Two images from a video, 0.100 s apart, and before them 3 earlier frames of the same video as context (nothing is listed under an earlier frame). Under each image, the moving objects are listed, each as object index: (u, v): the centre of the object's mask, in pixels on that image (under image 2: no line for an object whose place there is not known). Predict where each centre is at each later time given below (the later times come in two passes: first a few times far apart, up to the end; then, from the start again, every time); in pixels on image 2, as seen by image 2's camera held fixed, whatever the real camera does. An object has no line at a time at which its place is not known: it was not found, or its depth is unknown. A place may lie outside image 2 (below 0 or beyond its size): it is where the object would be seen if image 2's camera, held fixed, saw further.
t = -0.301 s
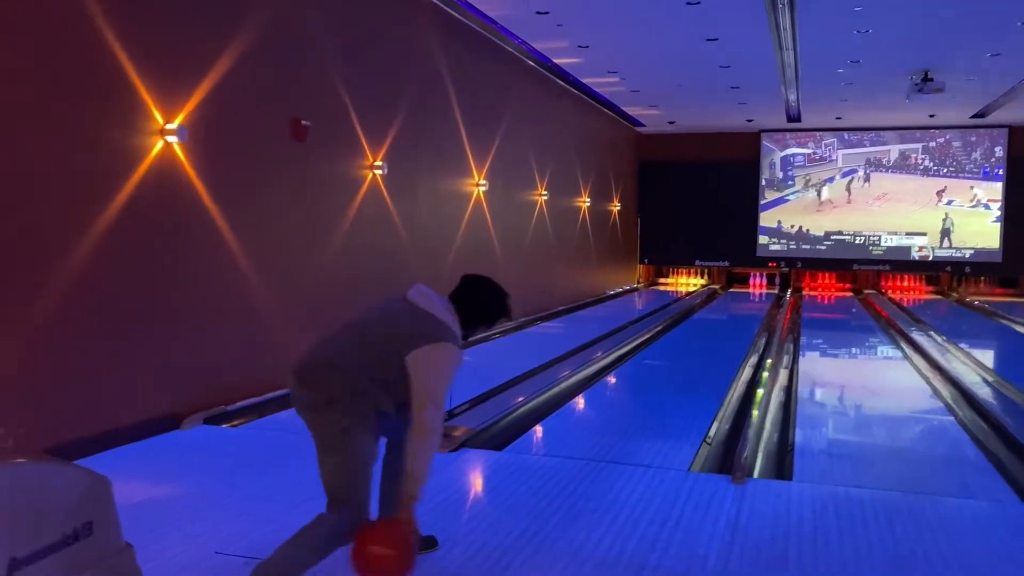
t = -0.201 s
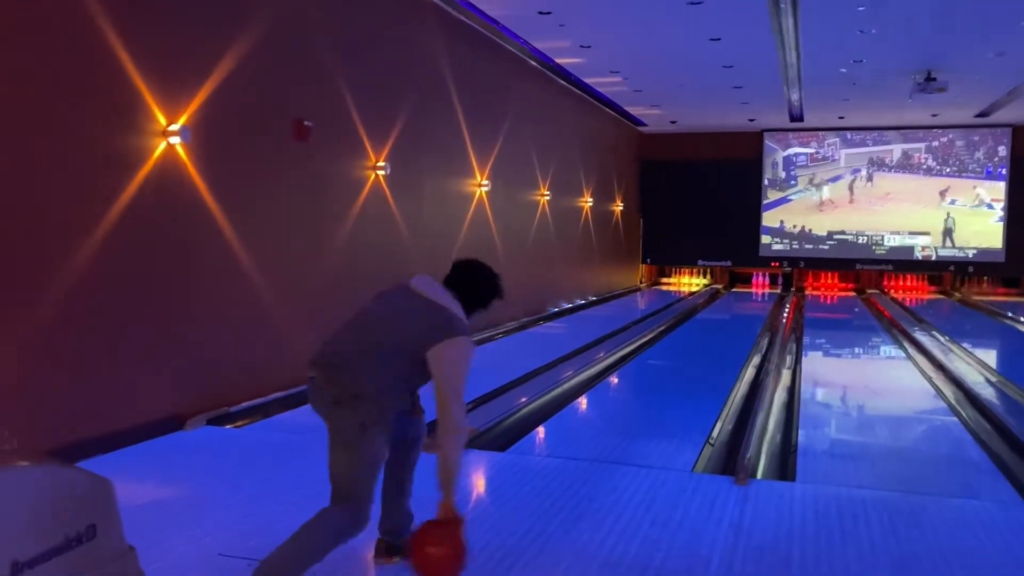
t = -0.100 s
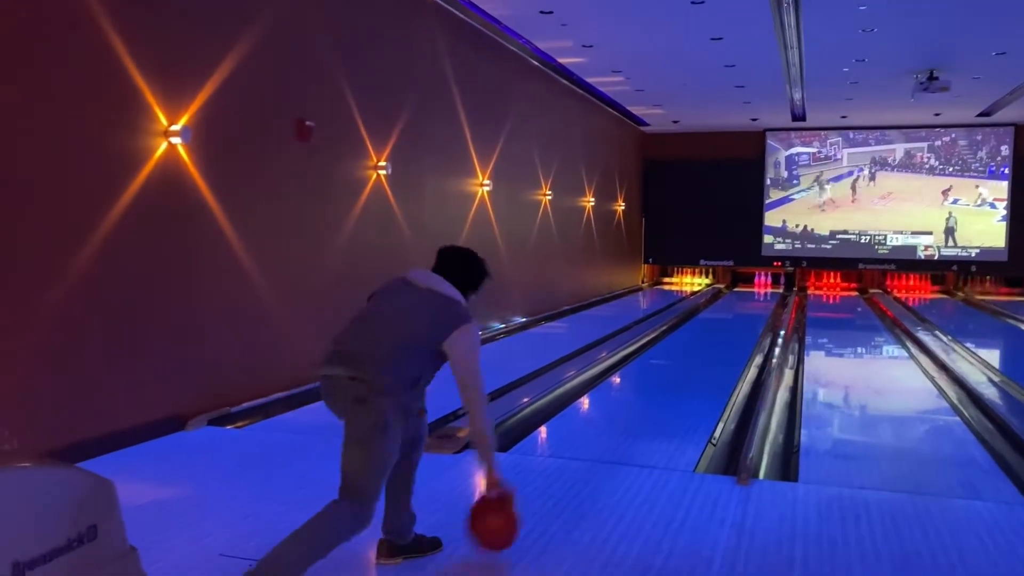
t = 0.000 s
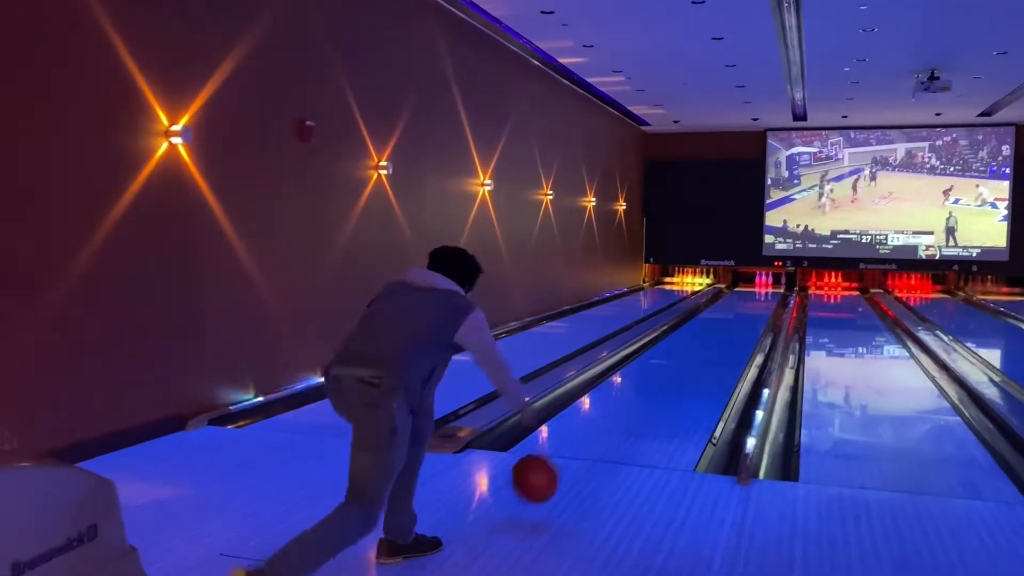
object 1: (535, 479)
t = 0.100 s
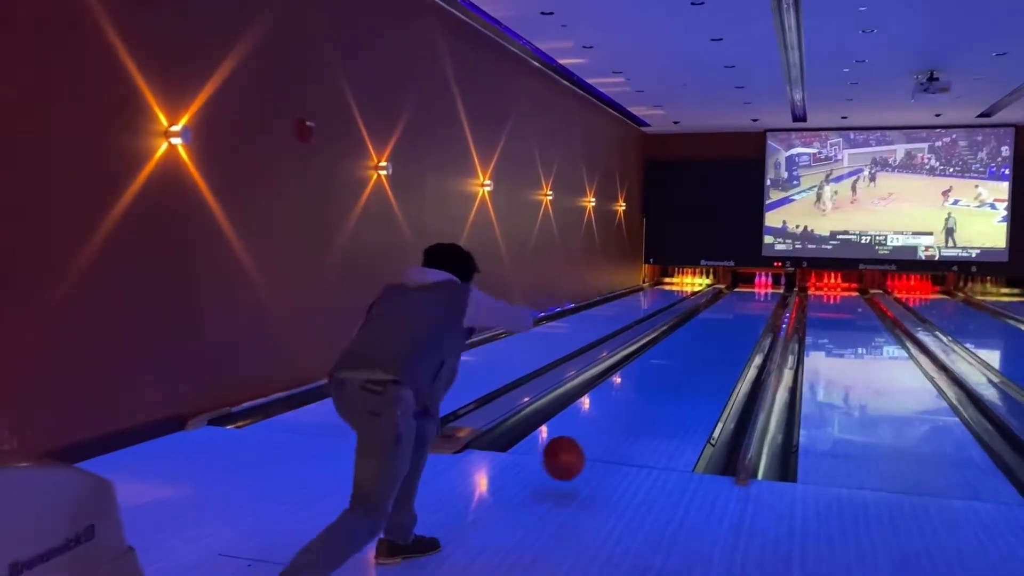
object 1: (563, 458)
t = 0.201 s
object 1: (588, 449)
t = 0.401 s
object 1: (624, 418)
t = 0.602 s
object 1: (650, 394)
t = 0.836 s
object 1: (670, 375)
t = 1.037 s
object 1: (684, 362)
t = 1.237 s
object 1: (694, 352)
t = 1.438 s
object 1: (701, 344)
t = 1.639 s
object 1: (706, 337)
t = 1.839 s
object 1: (711, 332)
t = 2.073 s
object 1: (715, 327)
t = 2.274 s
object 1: (719, 322)
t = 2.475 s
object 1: (722, 318)
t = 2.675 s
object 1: (725, 314)
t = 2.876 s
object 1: (728, 311)
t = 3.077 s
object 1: (729, 308)
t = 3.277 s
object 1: (732, 305)
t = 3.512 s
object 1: (734, 302)
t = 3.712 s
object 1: (736, 299)
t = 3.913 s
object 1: (737, 298)
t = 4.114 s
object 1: (740, 296)
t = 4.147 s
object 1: (740, 295)
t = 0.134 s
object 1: (572, 457)
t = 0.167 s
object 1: (580, 457)
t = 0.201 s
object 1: (588, 449)
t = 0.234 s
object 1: (595, 443)
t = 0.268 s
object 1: (602, 438)
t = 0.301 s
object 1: (608, 433)
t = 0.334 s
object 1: (614, 427)
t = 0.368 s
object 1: (619, 422)
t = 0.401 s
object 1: (624, 418)
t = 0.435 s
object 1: (629, 414)
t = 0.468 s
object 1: (634, 409)
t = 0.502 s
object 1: (638, 405)
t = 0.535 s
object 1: (642, 401)
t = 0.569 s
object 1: (646, 398)
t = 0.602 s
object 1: (650, 394)
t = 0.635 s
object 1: (653, 391)
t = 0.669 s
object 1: (656, 388)
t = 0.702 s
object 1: (659, 385)
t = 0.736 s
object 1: (663, 382)
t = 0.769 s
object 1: (665, 380)
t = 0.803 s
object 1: (668, 377)
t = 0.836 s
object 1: (670, 375)
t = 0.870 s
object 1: (673, 373)
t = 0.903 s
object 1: (676, 370)
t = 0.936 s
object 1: (678, 368)
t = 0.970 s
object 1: (680, 366)
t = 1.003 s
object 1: (682, 364)
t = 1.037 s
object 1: (684, 362)
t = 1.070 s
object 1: (686, 360)
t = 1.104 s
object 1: (688, 359)
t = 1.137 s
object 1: (689, 357)
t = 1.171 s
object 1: (691, 355)
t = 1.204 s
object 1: (692, 354)
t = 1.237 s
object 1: (694, 352)
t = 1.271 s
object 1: (695, 351)
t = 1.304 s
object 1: (696, 349)
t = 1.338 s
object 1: (697, 348)
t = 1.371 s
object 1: (699, 346)
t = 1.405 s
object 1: (700, 345)
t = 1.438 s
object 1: (701, 344)
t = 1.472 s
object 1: (702, 342)
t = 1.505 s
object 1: (703, 342)
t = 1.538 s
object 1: (704, 340)
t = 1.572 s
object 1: (705, 339)
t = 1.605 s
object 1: (706, 338)
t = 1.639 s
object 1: (706, 337)
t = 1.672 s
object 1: (707, 336)
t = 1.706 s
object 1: (708, 335)
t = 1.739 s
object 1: (709, 335)
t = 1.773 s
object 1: (709, 334)
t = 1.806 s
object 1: (711, 333)
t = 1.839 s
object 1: (711, 332)
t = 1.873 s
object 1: (711, 331)
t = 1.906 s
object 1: (712, 330)
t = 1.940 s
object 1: (713, 329)
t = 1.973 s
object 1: (714, 328)
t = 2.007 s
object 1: (714, 328)
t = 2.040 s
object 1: (715, 327)
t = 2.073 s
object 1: (715, 327)
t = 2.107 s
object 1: (716, 326)
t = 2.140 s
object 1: (717, 325)
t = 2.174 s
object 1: (717, 324)
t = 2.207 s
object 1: (718, 324)
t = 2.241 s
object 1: (718, 323)
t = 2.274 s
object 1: (719, 322)
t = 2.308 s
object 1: (720, 321)
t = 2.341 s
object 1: (720, 321)
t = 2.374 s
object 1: (721, 320)
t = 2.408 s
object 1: (721, 320)
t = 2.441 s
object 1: (722, 319)
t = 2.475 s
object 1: (722, 318)
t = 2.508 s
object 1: (723, 318)
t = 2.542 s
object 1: (723, 317)
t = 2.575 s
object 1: (723, 316)
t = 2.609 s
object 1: (724, 315)
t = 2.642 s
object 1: (725, 315)
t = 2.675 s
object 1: (725, 314)
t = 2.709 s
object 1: (725, 313)
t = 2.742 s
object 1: (726, 313)
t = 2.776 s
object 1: (726, 312)
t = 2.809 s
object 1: (726, 312)
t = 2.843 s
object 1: (727, 311)
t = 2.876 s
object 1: (728, 311)
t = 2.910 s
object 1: (728, 311)
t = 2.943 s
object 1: (728, 309)
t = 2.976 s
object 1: (728, 309)
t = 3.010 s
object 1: (728, 309)
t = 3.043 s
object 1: (729, 309)
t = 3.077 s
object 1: (729, 308)
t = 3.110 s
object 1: (730, 307)
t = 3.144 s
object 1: (731, 306)
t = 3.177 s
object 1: (731, 306)
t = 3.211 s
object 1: (731, 306)
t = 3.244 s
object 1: (732, 305)
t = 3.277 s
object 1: (732, 305)
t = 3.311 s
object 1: (733, 304)
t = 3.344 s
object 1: (733, 304)
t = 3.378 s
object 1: (733, 304)
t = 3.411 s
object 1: (733, 303)
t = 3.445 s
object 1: (734, 302)
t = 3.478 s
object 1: (733, 302)
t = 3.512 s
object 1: (734, 302)
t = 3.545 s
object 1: (734, 301)
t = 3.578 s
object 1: (734, 301)
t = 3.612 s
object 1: (735, 300)
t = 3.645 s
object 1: (735, 300)
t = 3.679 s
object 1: (736, 300)
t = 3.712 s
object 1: (736, 299)
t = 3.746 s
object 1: (736, 299)
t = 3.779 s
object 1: (736, 299)
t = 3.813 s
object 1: (737, 299)
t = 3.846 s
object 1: (737, 299)
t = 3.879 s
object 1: (737, 299)
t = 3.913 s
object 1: (737, 298)
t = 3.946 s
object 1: (737, 297)
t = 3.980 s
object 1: (738, 297)
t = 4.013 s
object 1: (738, 296)
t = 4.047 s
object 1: (739, 296)
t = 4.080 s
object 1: (740, 296)
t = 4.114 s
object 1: (740, 296)
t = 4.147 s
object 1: (740, 295)
